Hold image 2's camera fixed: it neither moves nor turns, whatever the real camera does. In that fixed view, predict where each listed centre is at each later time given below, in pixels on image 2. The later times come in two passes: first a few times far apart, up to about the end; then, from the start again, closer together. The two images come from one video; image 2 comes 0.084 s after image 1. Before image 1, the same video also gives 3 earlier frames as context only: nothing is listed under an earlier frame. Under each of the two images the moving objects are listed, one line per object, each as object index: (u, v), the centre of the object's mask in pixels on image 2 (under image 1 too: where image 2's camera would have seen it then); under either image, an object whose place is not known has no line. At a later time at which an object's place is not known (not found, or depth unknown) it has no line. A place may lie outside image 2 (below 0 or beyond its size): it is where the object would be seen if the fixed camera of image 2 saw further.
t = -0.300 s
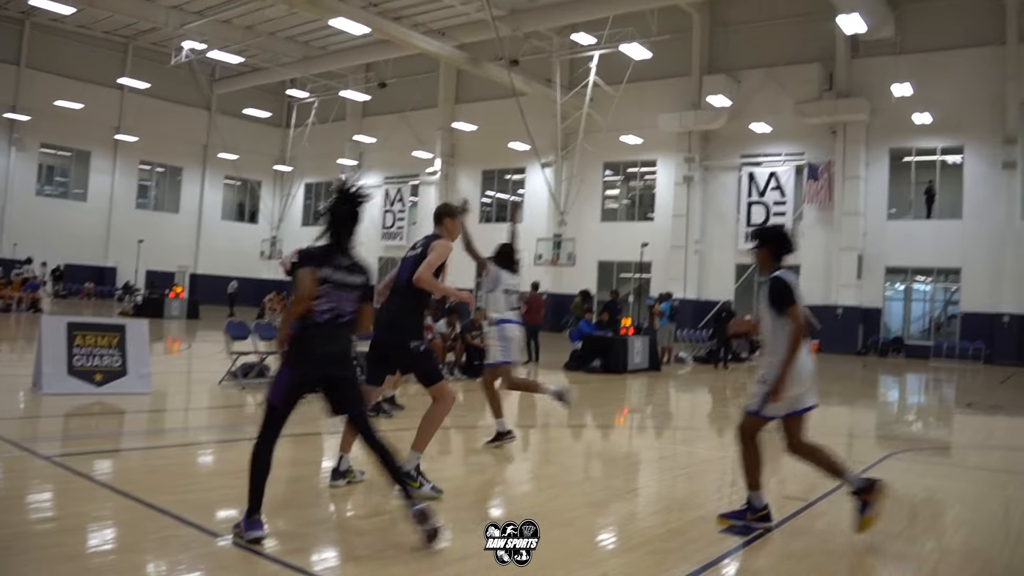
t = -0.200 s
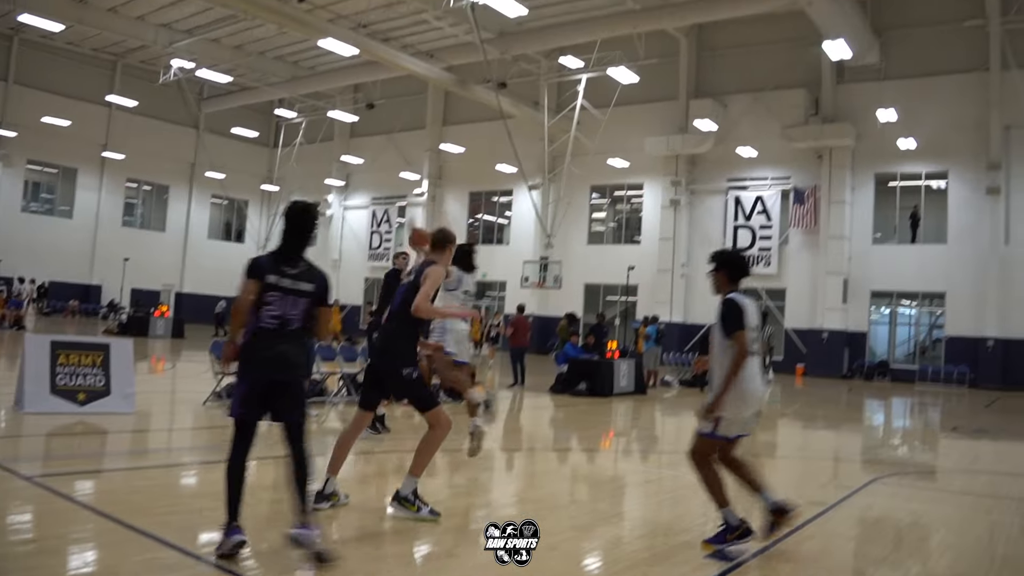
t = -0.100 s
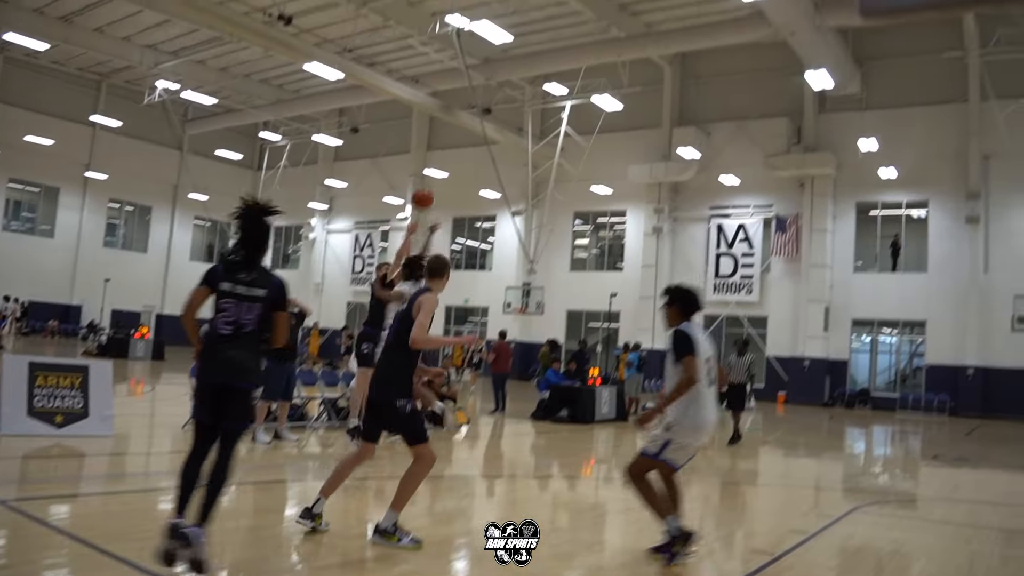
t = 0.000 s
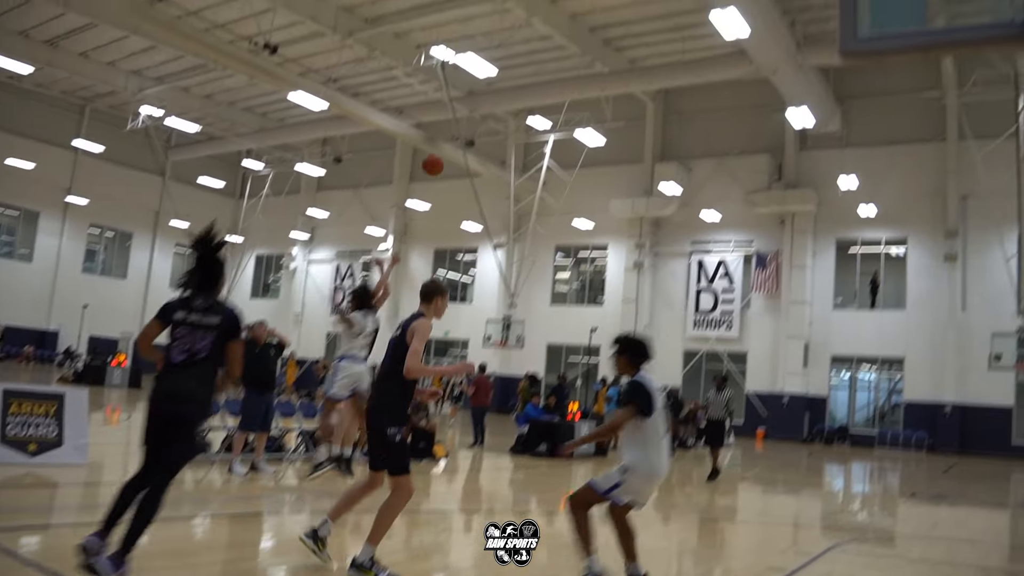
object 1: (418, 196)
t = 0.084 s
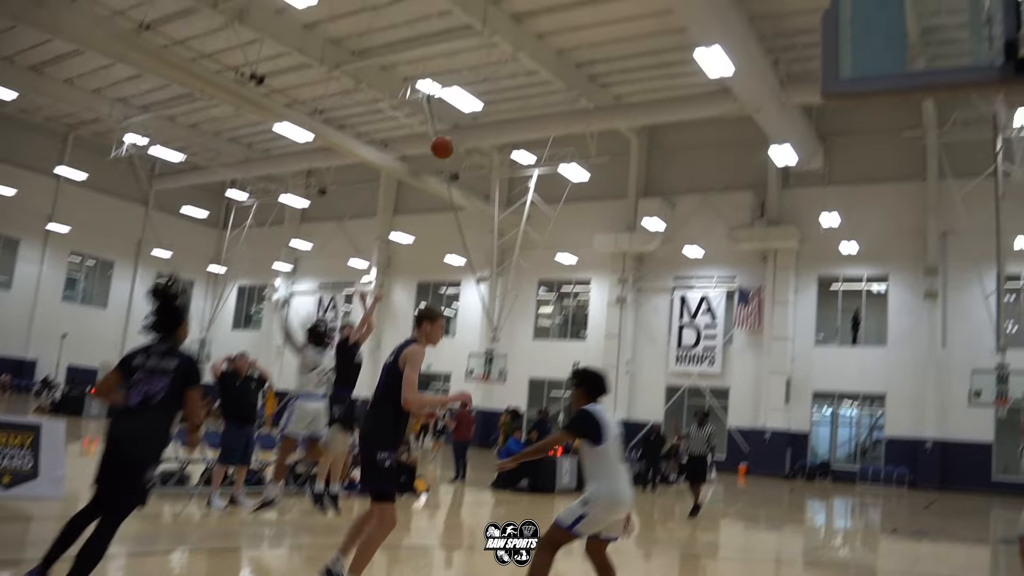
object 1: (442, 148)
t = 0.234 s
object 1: (486, 67)
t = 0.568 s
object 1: (601, -60)
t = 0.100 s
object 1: (447, 138)
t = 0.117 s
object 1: (452, 129)
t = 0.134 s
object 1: (457, 120)
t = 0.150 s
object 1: (462, 111)
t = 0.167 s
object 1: (468, 101)
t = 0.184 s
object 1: (473, 92)
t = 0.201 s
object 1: (477, 84)
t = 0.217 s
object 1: (482, 75)
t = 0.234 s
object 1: (486, 67)
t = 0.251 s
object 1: (491, 59)
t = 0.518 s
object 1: (581, -46)
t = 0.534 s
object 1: (587, -50)
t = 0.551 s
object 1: (594, -55)
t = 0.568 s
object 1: (601, -60)
